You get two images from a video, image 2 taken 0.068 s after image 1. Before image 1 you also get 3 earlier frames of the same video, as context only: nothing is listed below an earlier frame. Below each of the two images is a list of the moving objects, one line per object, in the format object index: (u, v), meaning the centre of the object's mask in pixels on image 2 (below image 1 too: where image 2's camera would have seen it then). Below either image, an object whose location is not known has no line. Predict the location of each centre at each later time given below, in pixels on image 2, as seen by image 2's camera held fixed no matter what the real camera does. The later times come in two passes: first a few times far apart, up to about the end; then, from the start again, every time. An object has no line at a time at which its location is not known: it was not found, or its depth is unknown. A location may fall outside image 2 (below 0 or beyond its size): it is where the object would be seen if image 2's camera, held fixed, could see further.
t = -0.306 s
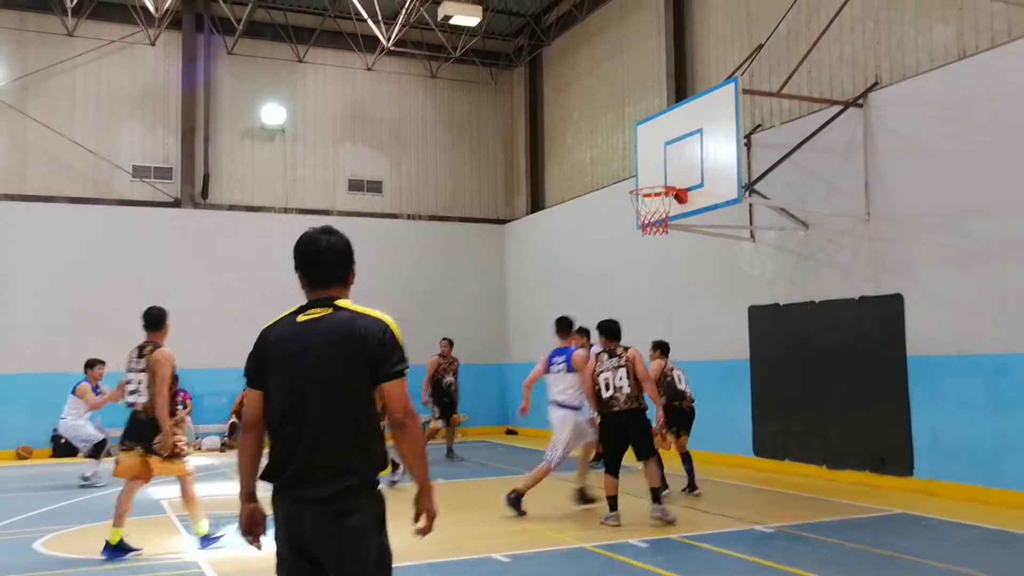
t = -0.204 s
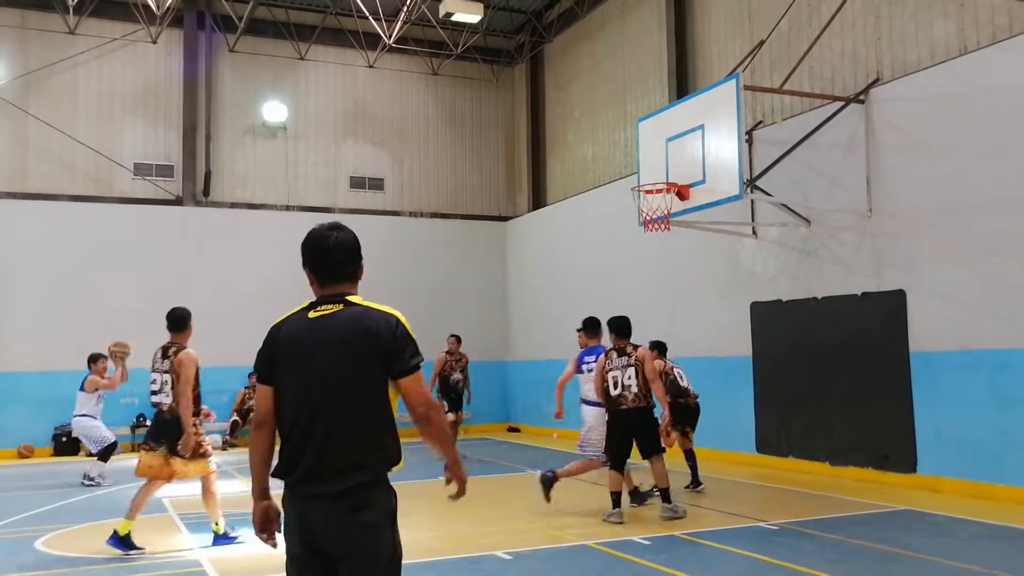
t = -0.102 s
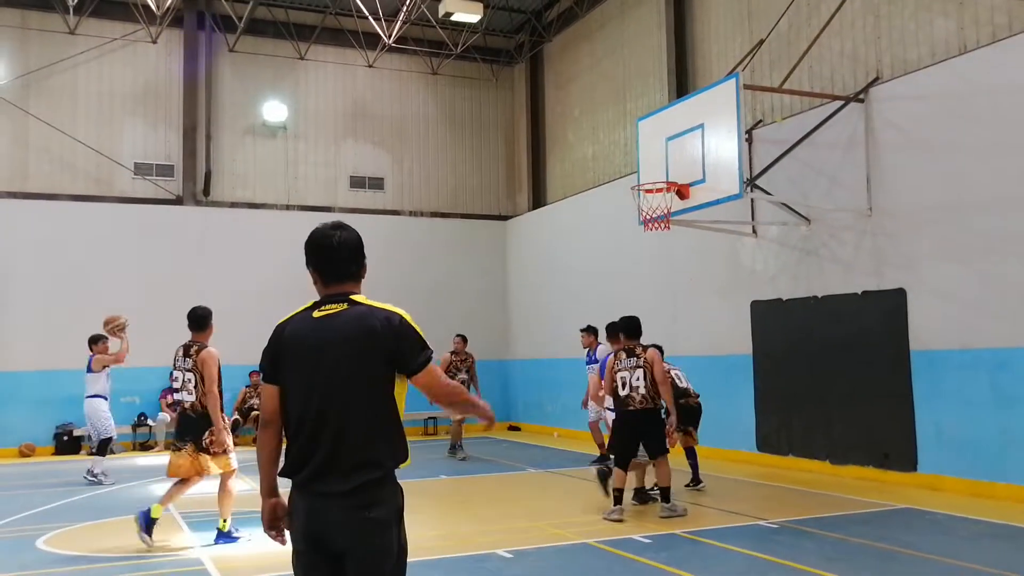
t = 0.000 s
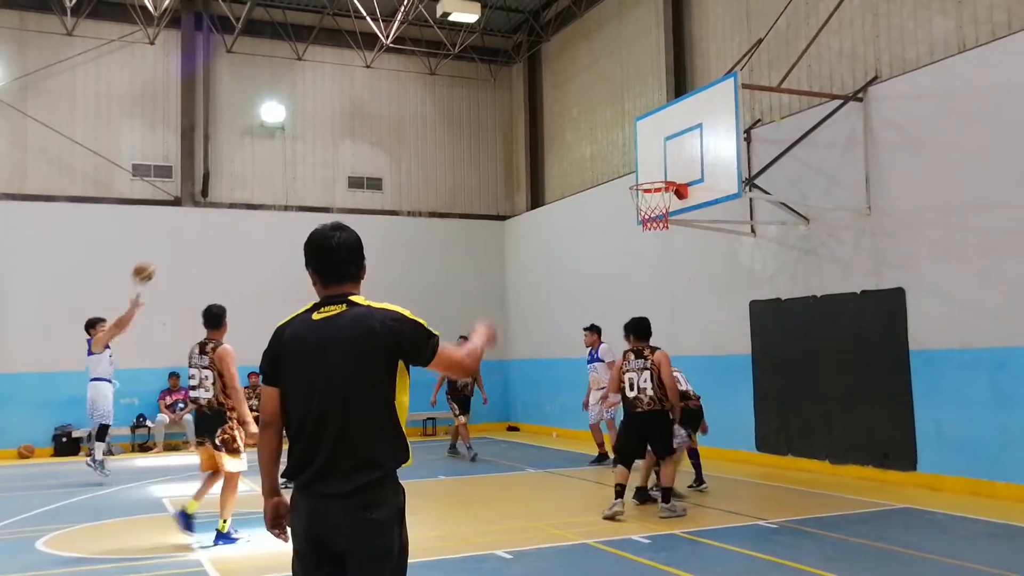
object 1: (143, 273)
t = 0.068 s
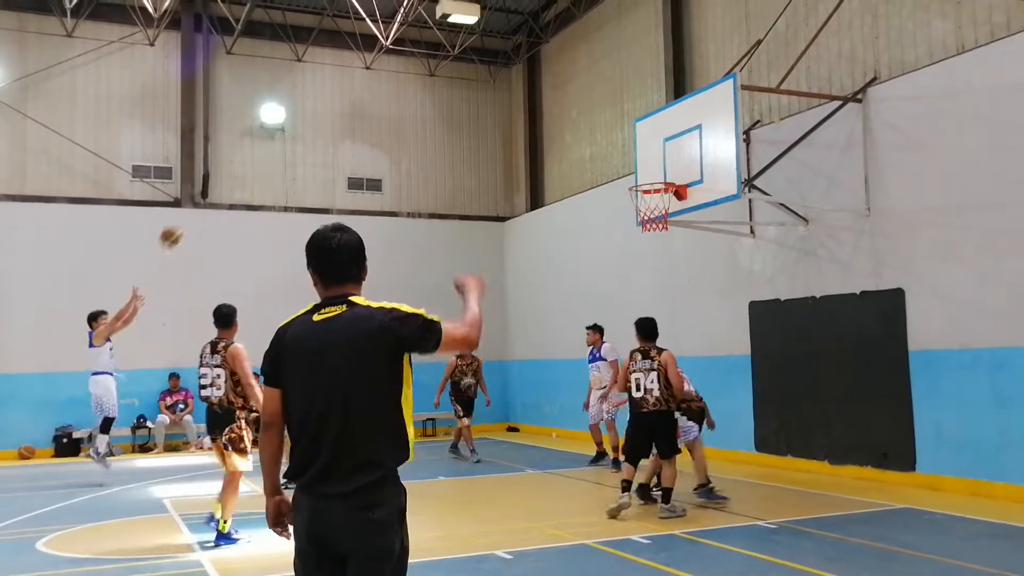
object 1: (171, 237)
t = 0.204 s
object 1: (226, 173)
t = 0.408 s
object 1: (304, 104)
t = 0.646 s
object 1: (401, 72)
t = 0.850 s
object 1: (490, 81)
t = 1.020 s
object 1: (564, 117)
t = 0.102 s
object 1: (184, 220)
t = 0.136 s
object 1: (196, 202)
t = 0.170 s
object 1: (209, 189)
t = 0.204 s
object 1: (226, 173)
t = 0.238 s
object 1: (238, 159)
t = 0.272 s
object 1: (251, 147)
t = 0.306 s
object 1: (264, 135)
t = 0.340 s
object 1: (281, 126)
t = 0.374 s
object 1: (293, 113)
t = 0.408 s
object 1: (304, 104)
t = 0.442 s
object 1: (318, 96)
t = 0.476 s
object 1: (332, 90)
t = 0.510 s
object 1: (345, 85)
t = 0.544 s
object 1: (358, 80)
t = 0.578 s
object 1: (371, 79)
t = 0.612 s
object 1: (385, 76)
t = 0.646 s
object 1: (401, 72)
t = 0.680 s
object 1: (416, 69)
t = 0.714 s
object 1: (425, 70)
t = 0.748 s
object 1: (445, 71)
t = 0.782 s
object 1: (460, 73)
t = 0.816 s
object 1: (471, 77)
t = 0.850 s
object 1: (490, 81)
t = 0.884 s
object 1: (505, 86)
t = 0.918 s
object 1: (521, 94)
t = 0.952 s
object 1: (534, 100)
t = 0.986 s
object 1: (550, 108)
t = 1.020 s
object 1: (564, 117)
